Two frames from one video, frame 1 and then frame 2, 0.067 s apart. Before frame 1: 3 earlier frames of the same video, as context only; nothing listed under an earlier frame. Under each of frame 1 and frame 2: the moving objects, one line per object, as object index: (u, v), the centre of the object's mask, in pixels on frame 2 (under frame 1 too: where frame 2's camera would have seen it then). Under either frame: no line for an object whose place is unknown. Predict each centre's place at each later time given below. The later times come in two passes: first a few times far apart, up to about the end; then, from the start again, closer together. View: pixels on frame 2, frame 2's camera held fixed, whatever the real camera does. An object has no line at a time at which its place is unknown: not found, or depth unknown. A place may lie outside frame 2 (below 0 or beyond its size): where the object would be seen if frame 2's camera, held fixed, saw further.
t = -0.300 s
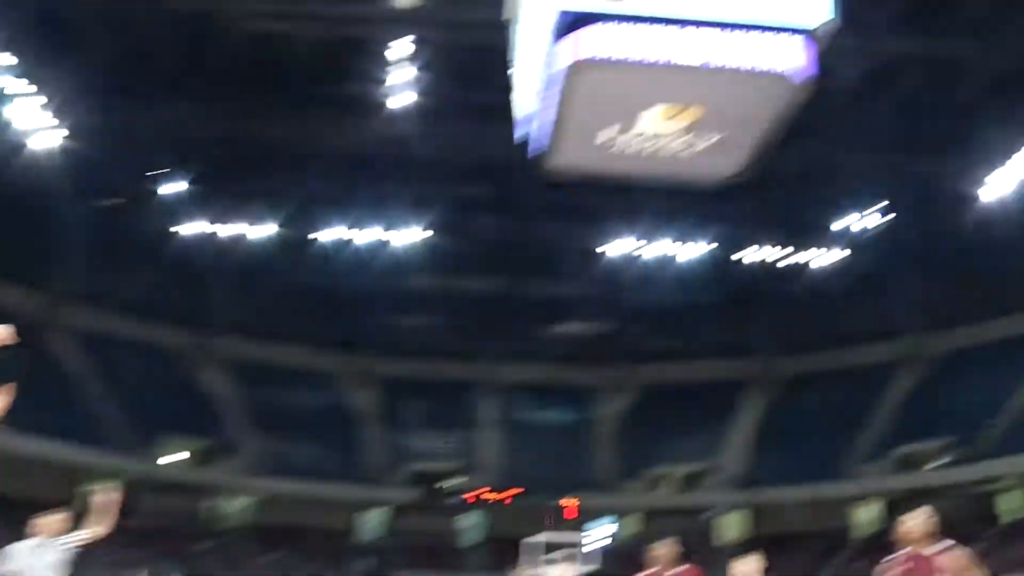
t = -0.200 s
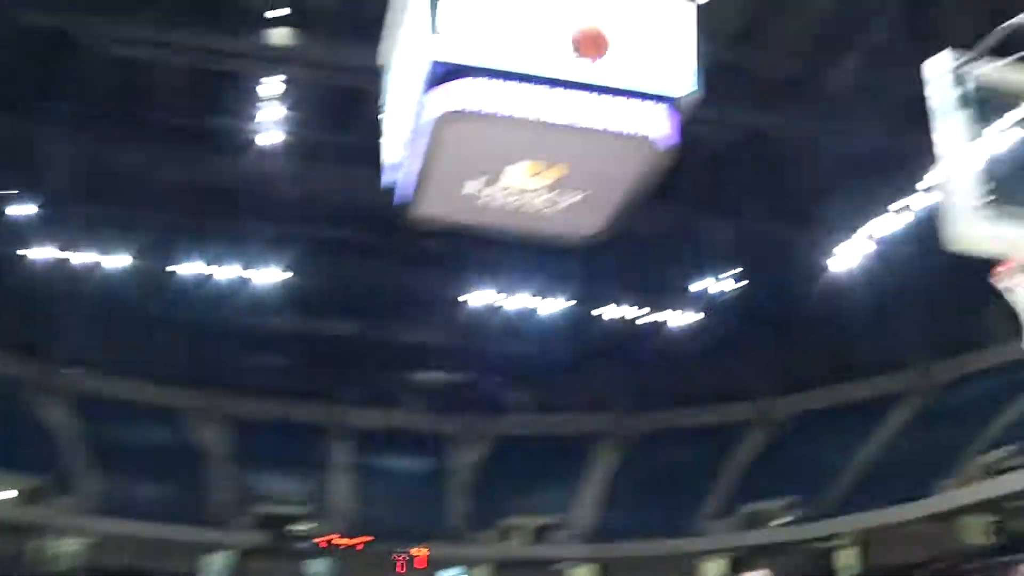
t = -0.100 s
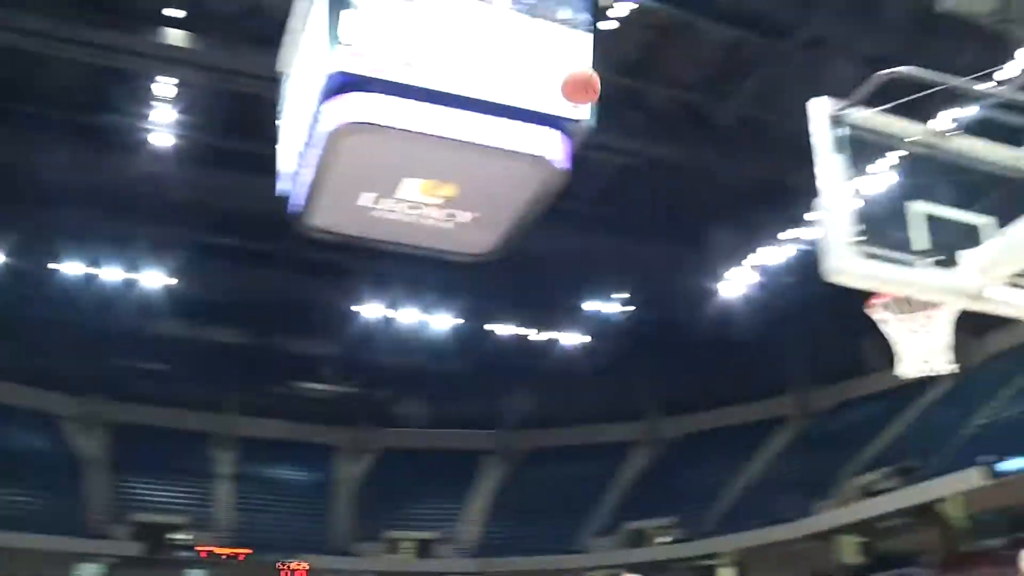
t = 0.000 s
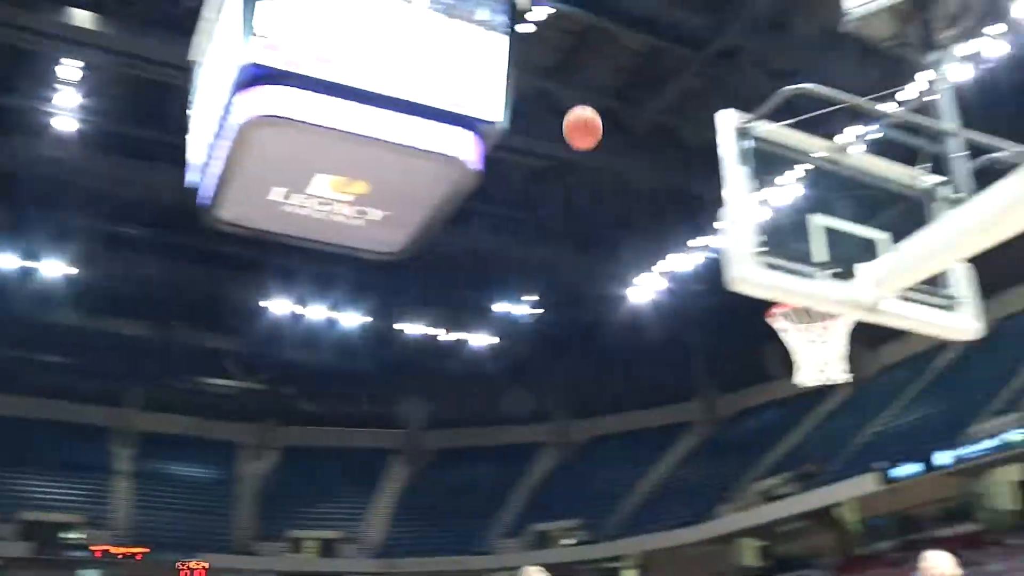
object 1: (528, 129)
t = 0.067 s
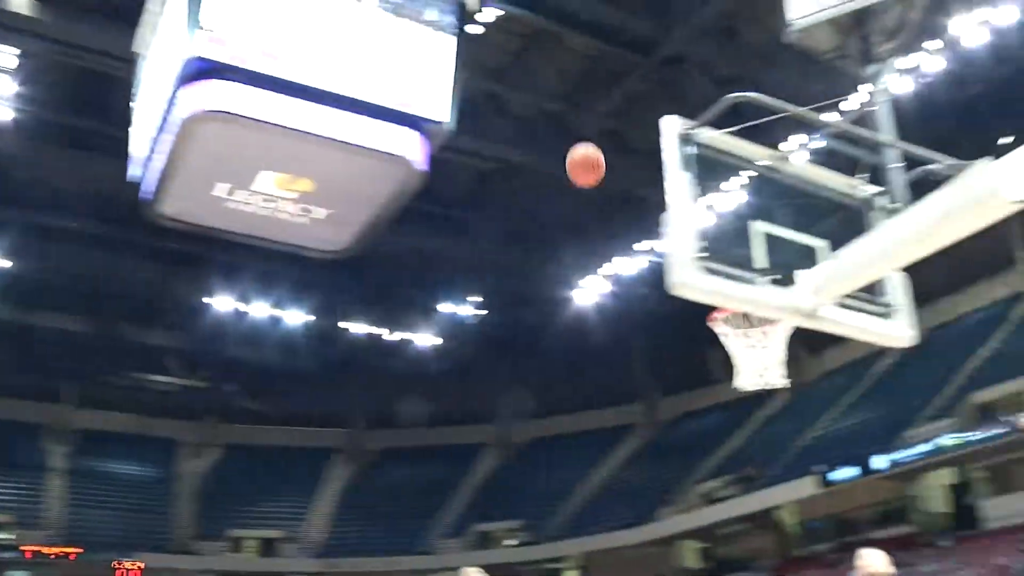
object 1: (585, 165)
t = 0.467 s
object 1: (707, 351)
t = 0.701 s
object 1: (695, 349)
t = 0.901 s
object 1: (692, 421)
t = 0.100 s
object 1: (614, 185)
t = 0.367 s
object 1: (730, 353)
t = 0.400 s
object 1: (717, 364)
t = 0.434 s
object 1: (711, 355)
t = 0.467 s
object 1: (707, 351)
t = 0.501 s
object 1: (703, 345)
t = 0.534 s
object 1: (701, 342)
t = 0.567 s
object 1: (699, 340)
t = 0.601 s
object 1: (698, 340)
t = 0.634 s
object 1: (697, 341)
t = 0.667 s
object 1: (696, 344)
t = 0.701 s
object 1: (695, 349)
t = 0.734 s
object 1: (694, 356)
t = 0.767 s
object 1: (692, 366)
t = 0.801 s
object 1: (692, 377)
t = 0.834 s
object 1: (691, 390)
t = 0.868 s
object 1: (691, 404)
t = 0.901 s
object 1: (692, 421)
